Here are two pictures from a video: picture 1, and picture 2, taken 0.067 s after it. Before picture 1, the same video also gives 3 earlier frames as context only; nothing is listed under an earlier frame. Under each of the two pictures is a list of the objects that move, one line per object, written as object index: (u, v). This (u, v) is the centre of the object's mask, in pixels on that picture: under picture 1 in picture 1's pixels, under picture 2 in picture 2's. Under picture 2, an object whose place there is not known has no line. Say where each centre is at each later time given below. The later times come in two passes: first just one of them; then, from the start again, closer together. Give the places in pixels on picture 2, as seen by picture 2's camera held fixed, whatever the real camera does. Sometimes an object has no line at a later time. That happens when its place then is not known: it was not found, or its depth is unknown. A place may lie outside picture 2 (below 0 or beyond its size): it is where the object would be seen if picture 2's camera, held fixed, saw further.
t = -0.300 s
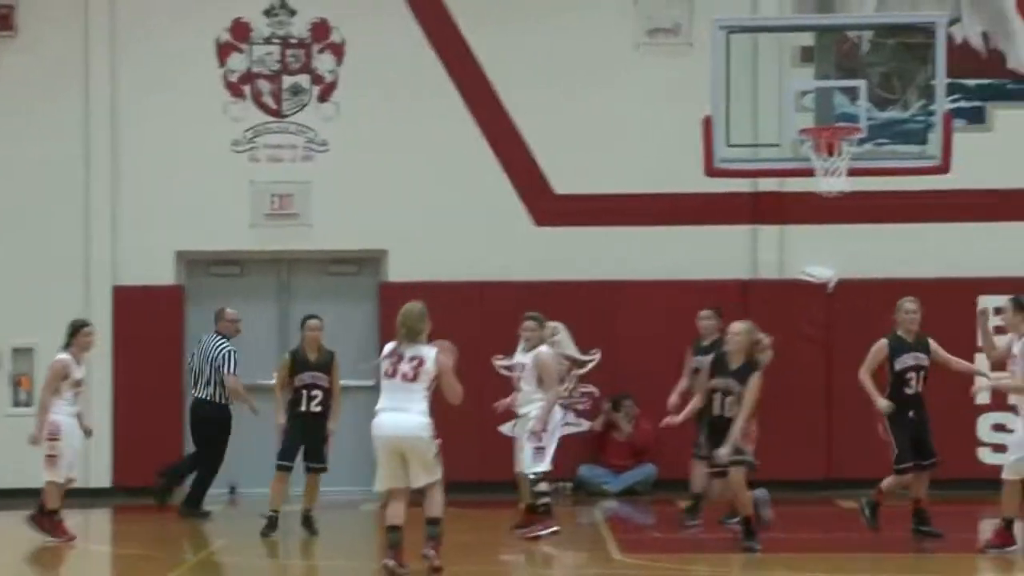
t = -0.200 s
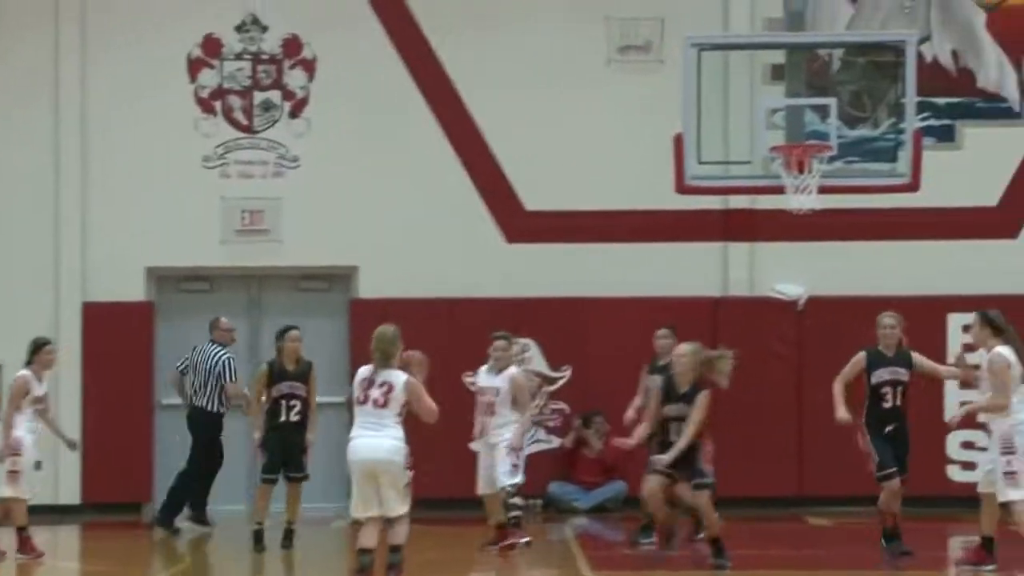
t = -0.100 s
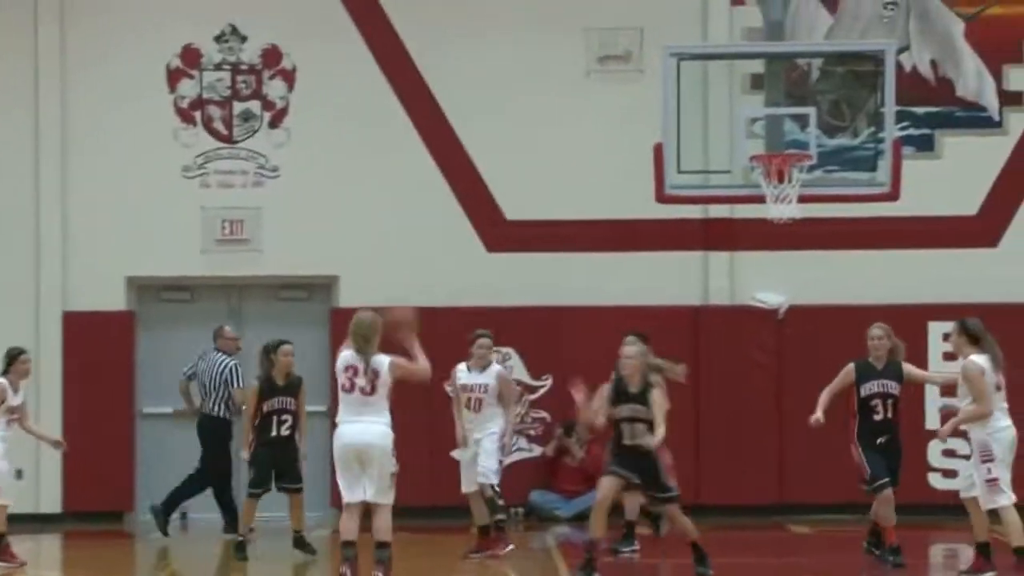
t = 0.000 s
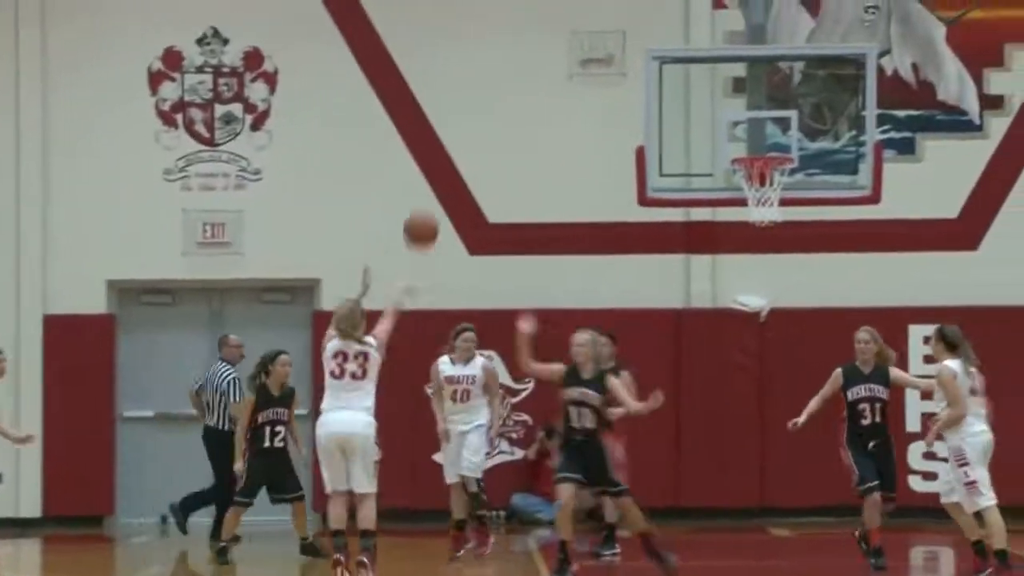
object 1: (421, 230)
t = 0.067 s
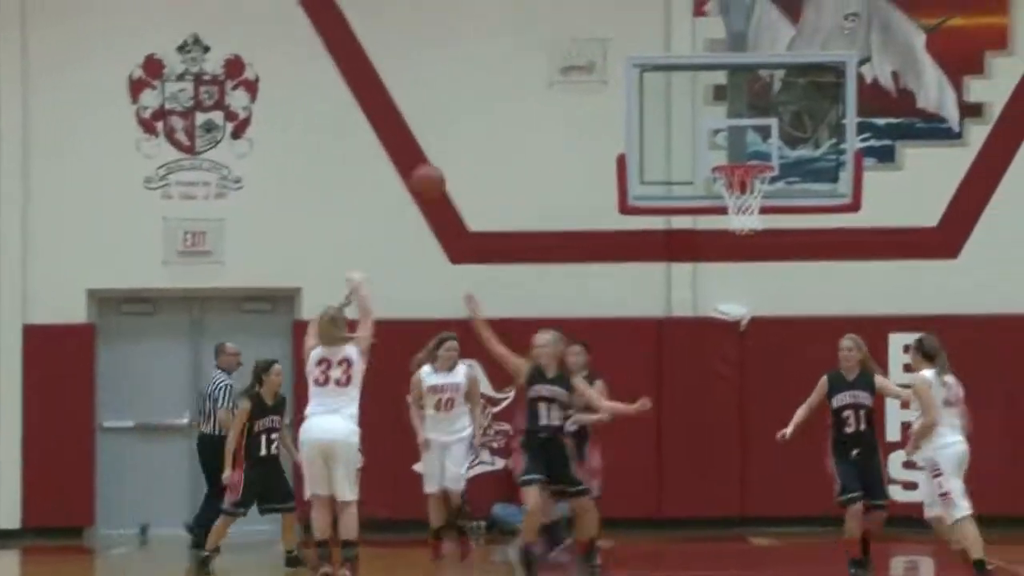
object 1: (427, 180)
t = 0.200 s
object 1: (479, 93)
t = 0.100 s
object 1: (442, 157)
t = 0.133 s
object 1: (454, 133)
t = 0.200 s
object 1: (479, 93)
